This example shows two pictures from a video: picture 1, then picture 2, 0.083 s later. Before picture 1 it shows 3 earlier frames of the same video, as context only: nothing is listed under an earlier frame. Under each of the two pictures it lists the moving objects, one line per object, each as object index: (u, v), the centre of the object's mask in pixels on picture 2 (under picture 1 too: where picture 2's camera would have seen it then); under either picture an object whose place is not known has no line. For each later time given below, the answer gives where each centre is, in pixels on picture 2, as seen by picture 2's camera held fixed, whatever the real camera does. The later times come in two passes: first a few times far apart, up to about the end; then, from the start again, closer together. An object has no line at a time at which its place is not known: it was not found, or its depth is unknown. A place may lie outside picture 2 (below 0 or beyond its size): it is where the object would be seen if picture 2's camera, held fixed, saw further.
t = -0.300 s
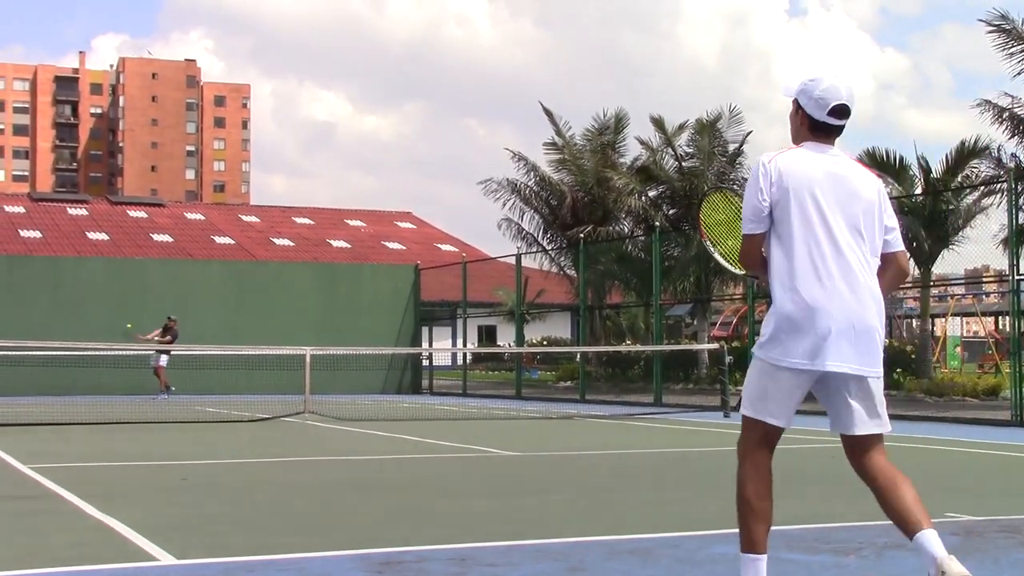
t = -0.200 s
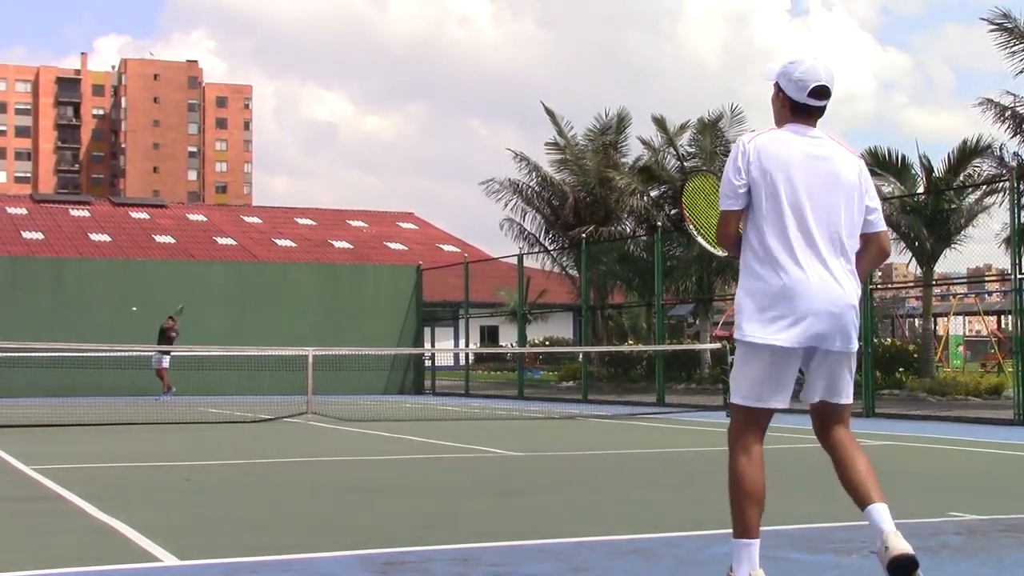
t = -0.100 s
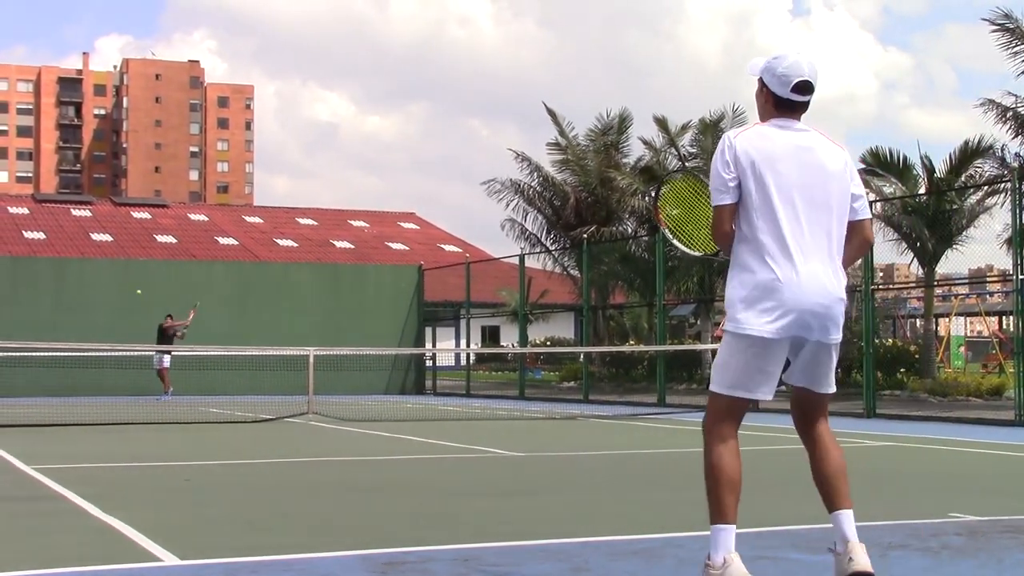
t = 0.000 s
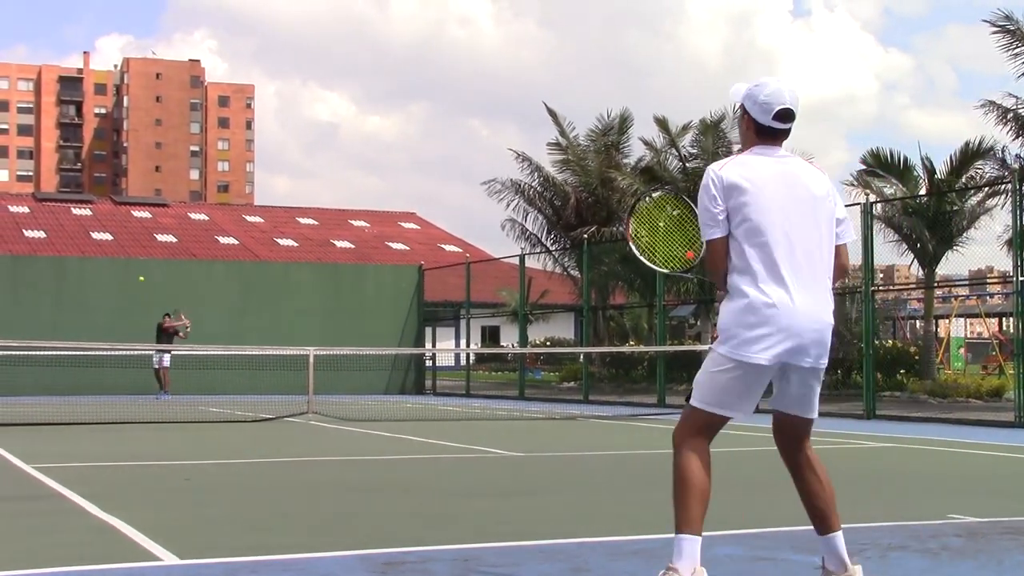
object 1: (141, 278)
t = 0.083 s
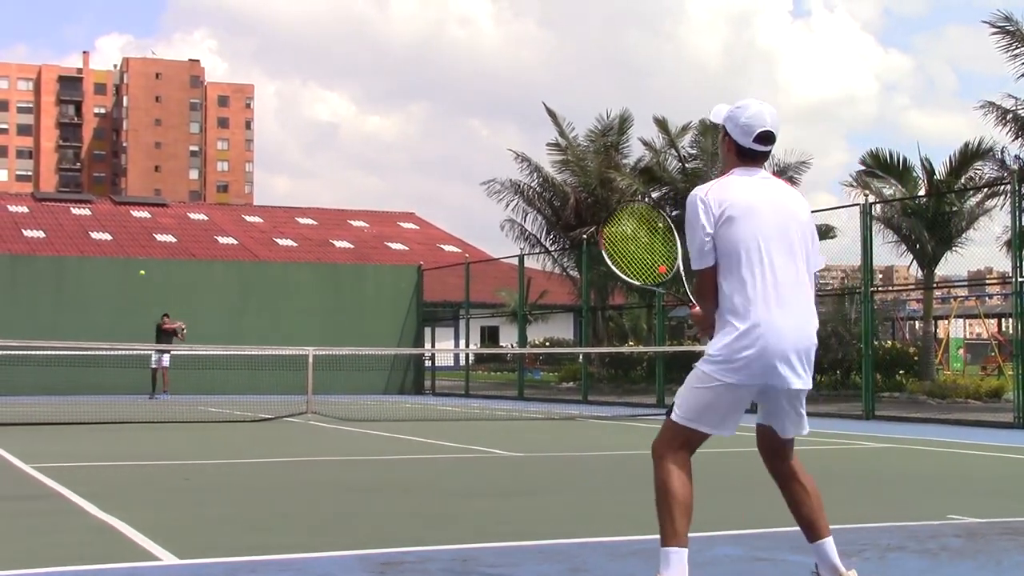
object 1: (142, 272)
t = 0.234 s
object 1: (142, 273)
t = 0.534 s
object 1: (133, 350)
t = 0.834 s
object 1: (127, 368)
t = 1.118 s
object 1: (141, 248)
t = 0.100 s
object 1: (142, 272)
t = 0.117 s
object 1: (142, 271)
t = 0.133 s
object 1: (142, 271)
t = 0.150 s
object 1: (142, 271)
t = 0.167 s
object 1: (143, 271)
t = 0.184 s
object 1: (143, 271)
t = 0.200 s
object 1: (143, 271)
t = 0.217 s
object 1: (143, 272)
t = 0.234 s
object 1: (142, 273)
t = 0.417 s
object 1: (139, 304)
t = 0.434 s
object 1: (138, 309)
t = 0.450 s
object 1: (138, 315)
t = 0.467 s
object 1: (137, 320)
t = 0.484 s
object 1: (136, 327)
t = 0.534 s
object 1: (133, 350)
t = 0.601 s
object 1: (128, 390)
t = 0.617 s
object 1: (126, 401)
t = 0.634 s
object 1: (125, 414)
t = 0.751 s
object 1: (123, 414)
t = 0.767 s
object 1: (123, 404)
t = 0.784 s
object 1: (124, 395)
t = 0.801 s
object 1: (125, 386)
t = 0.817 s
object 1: (126, 377)
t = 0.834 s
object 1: (127, 368)
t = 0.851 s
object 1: (127, 359)
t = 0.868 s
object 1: (128, 350)
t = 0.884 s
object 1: (129, 342)
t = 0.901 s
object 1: (130, 334)
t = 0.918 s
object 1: (130, 326)
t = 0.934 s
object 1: (131, 318)
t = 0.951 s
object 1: (132, 310)
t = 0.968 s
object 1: (133, 302)
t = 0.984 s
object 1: (133, 296)
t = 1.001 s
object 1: (135, 289)
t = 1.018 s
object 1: (135, 282)
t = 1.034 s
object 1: (136, 276)
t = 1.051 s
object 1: (137, 269)
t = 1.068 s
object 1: (138, 263)
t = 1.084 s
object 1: (139, 258)
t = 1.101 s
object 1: (140, 253)
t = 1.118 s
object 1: (141, 248)
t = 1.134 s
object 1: (142, 243)
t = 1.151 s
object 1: (143, 239)
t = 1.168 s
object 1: (144, 235)
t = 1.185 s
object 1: (145, 233)
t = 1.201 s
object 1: (146, 230)
